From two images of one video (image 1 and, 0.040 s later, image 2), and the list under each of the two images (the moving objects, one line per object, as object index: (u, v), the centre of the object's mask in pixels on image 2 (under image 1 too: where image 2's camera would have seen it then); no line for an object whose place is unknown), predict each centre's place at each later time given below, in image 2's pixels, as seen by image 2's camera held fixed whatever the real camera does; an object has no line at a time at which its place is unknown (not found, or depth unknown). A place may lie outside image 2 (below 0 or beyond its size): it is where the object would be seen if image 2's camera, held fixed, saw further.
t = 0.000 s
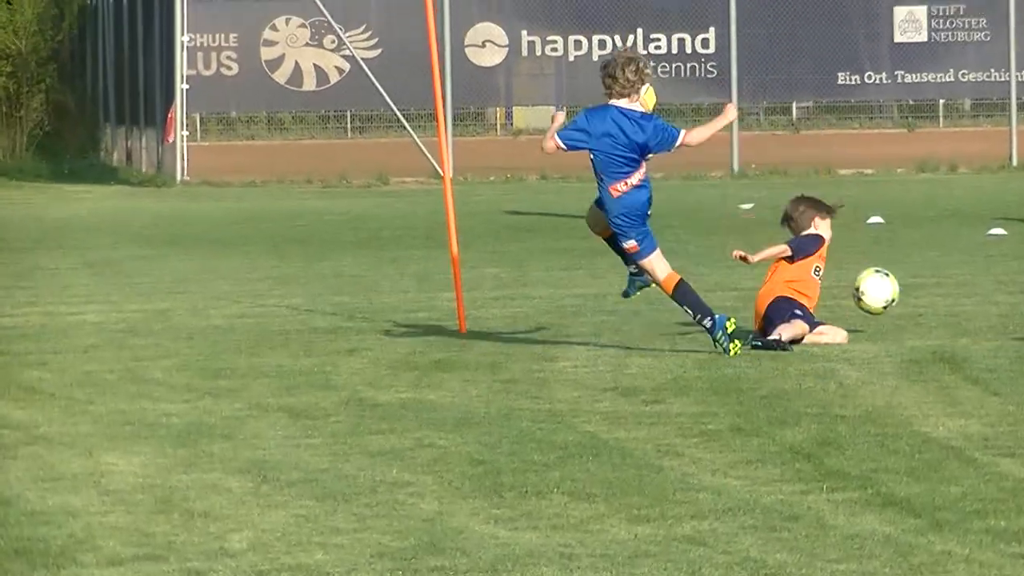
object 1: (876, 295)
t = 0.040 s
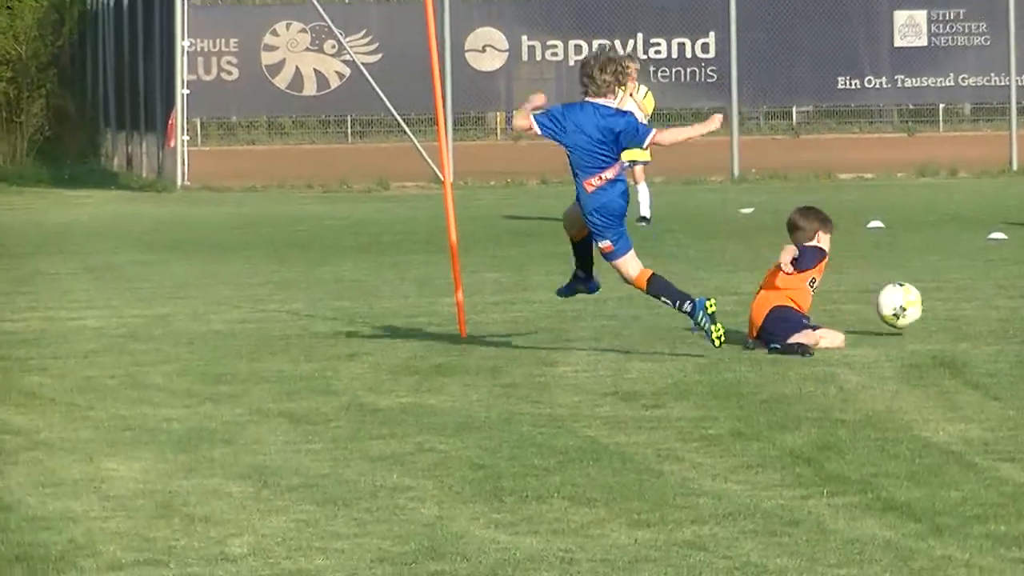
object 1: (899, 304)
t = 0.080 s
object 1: (924, 316)
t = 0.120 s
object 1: (940, 312)
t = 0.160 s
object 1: (953, 306)
